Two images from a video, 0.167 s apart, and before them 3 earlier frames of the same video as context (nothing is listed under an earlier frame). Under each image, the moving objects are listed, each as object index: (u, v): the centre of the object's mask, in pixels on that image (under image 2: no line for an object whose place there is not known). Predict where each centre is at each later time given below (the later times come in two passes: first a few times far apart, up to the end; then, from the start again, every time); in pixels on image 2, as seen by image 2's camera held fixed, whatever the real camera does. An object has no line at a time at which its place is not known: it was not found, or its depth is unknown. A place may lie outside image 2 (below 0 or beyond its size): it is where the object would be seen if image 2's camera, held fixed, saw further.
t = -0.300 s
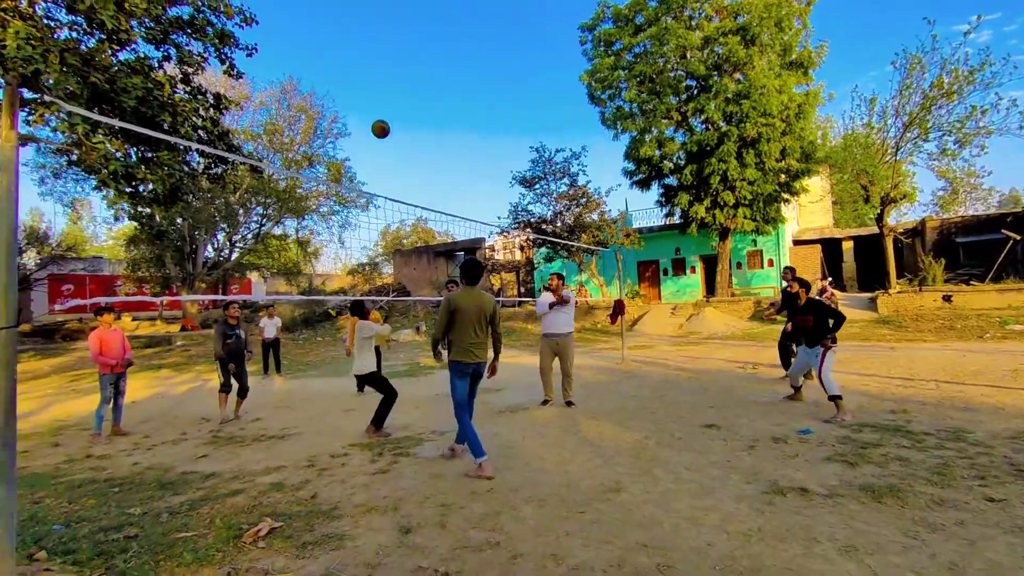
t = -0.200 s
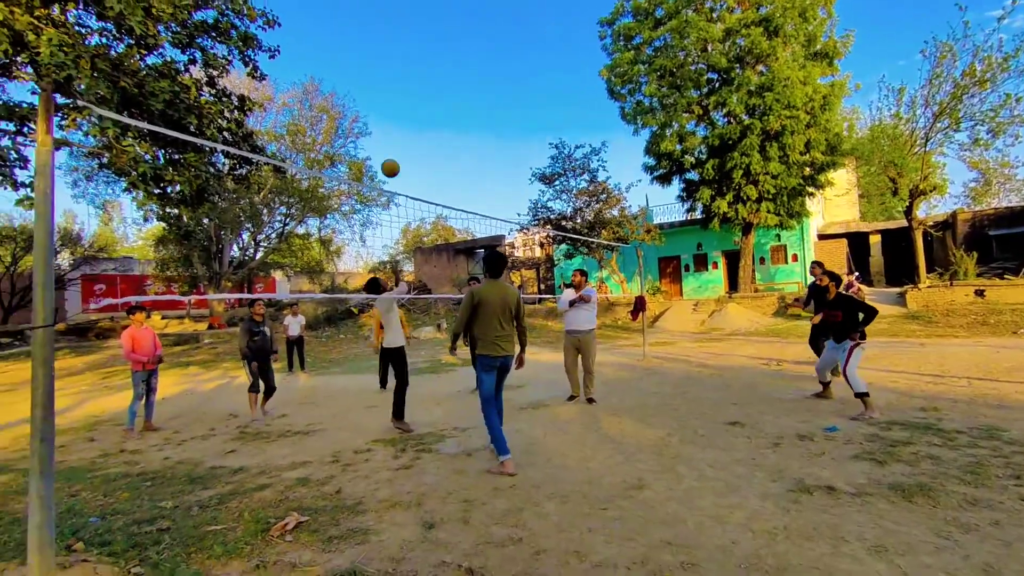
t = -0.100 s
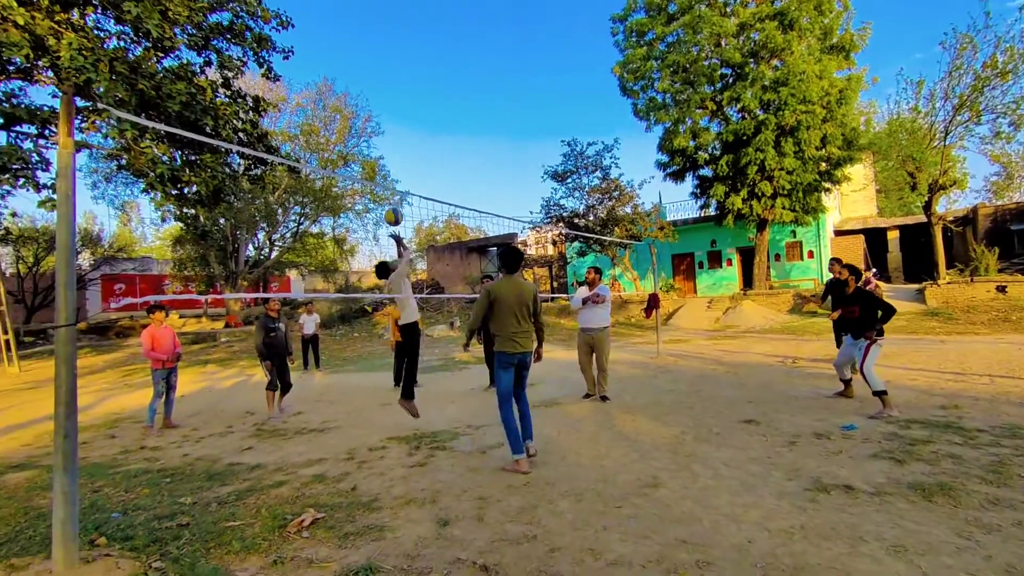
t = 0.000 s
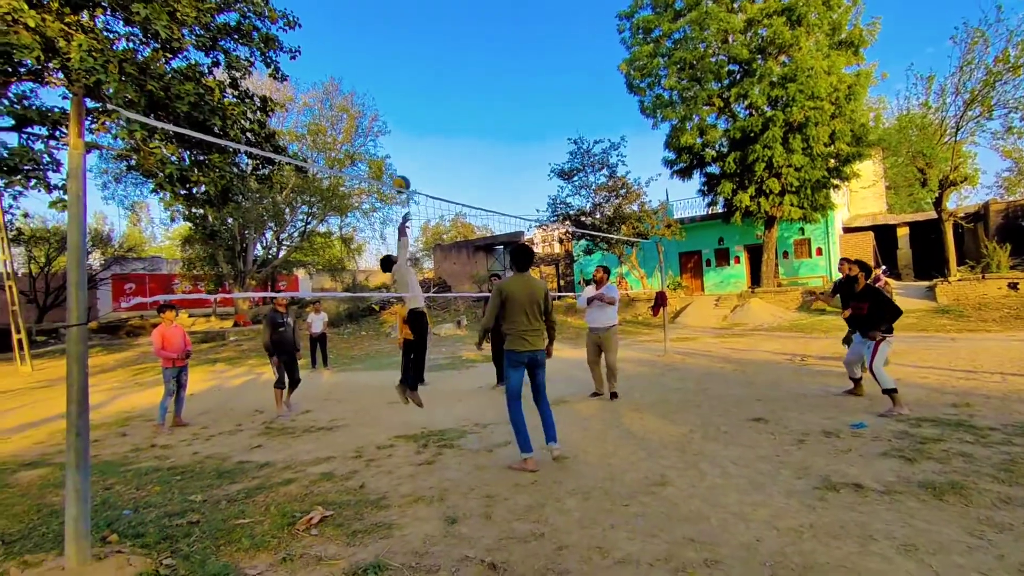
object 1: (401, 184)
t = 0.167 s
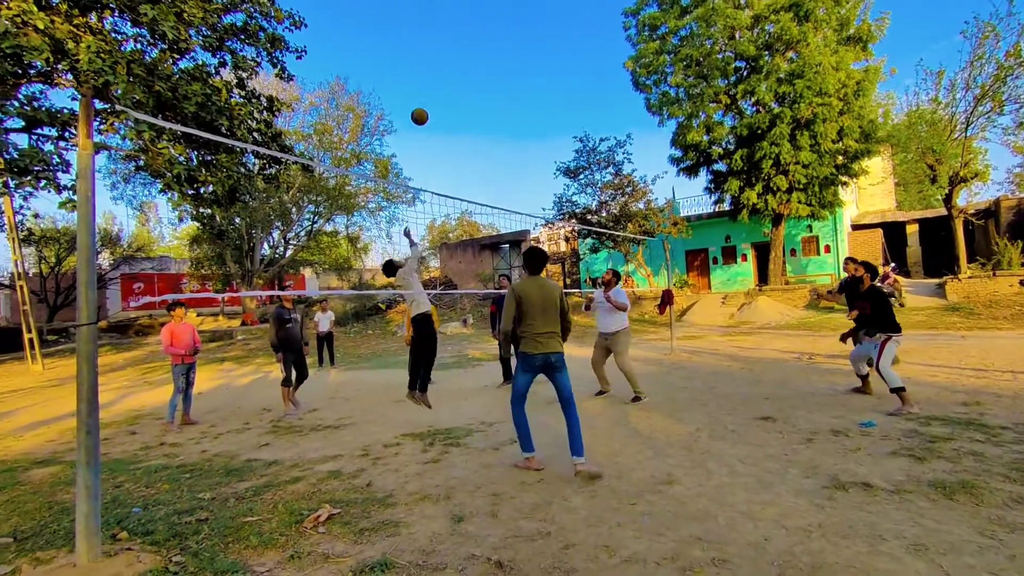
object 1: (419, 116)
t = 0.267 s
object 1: (427, 90)
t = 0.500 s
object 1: (445, 62)
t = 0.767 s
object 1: (465, 79)
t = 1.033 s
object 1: (486, 141)
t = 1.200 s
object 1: (499, 199)
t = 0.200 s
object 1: (422, 106)
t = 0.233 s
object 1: (424, 98)
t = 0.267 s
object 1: (427, 90)
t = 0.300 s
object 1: (429, 83)
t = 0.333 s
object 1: (432, 77)
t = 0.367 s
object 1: (434, 72)
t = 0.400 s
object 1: (437, 68)
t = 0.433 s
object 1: (440, 65)
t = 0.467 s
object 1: (442, 63)
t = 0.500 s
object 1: (445, 62)
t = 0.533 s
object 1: (447, 61)
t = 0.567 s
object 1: (450, 61)
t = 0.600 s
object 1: (453, 63)
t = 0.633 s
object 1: (455, 64)
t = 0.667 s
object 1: (458, 67)
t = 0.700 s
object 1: (460, 71)
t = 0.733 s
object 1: (463, 75)
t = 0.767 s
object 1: (465, 79)
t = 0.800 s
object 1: (468, 85)
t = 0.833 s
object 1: (471, 91)
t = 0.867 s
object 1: (473, 98)
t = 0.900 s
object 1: (476, 105)
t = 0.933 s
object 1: (478, 114)
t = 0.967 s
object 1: (481, 122)
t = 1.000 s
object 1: (483, 132)
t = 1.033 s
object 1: (486, 141)
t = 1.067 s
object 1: (488, 152)
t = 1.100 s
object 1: (491, 163)
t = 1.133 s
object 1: (493, 174)
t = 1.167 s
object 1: (496, 186)
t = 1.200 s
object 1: (499, 199)
